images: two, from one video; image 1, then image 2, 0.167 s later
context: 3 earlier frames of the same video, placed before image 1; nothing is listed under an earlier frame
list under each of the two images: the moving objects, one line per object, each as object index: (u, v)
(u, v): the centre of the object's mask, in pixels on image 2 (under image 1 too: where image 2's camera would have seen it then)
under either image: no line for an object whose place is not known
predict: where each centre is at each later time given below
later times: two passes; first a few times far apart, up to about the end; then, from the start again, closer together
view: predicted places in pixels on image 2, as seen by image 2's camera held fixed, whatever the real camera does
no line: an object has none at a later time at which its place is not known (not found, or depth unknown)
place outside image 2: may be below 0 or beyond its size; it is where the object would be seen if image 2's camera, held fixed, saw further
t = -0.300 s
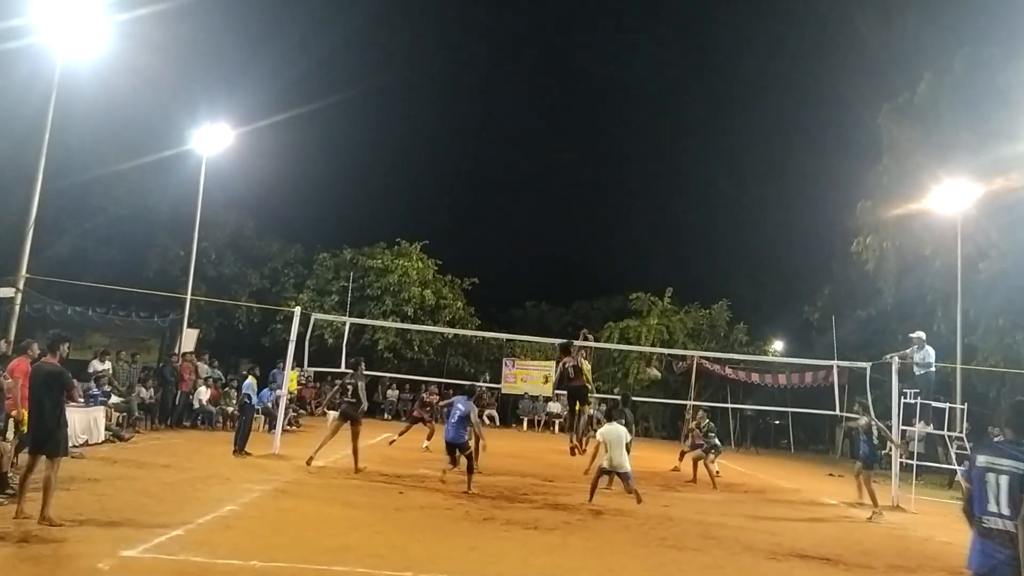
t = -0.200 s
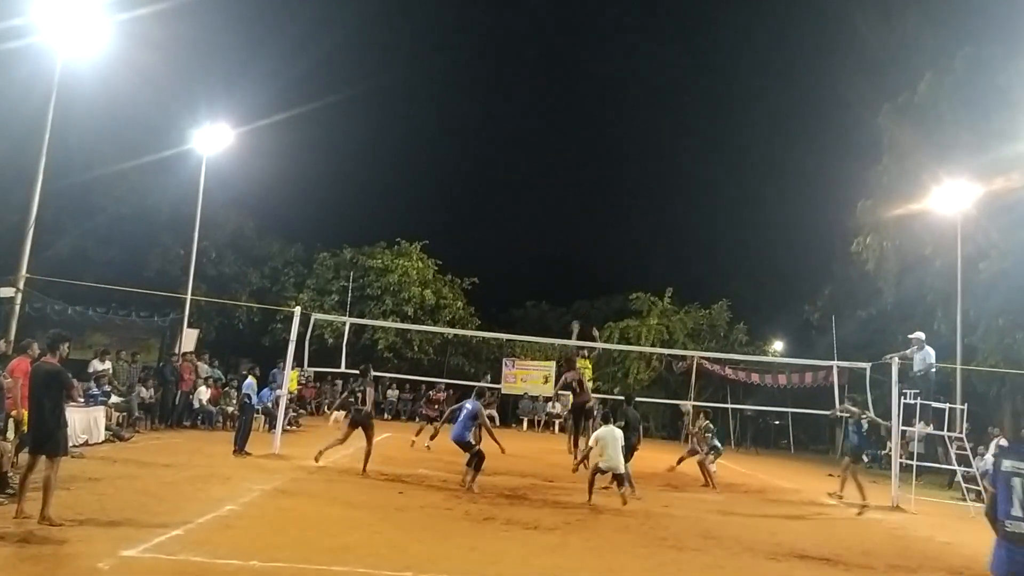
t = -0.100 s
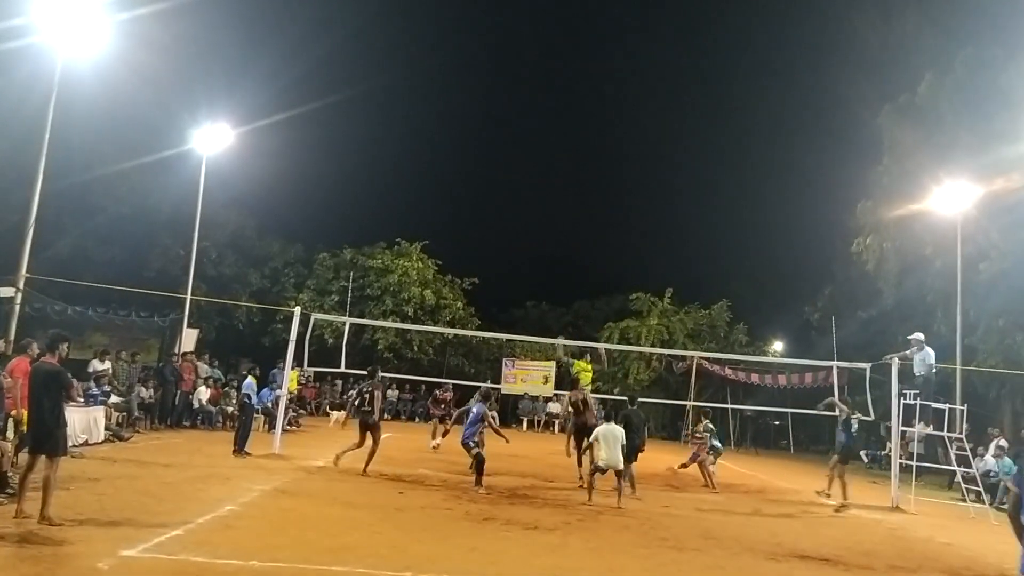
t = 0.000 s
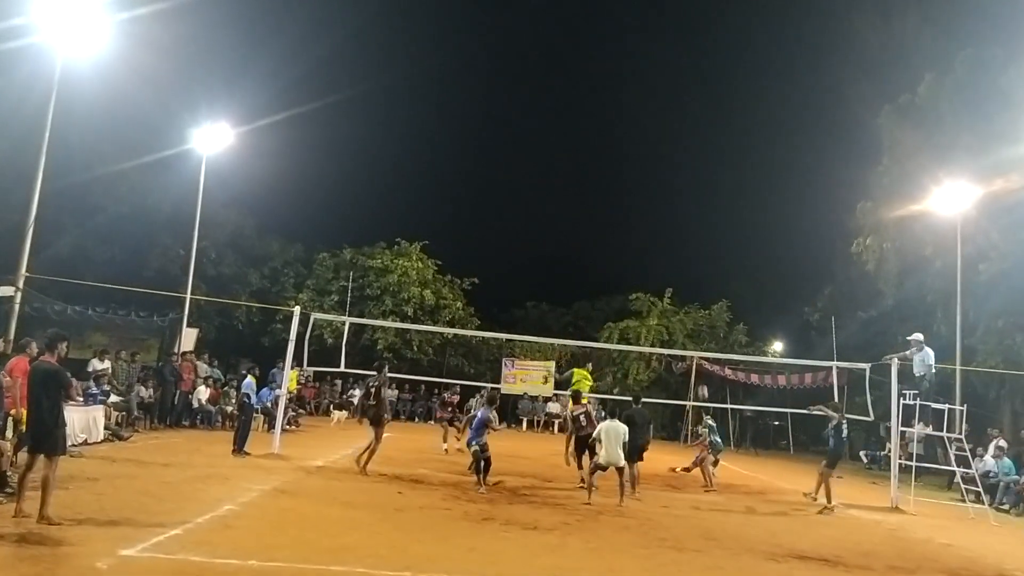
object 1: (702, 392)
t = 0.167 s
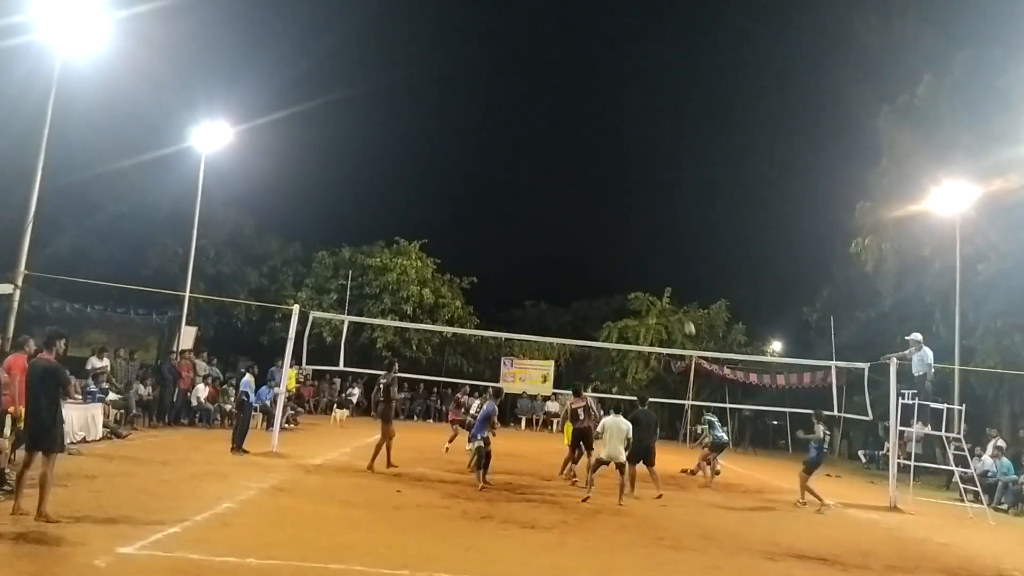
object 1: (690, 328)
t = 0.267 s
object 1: (682, 297)
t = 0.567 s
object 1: (657, 229)
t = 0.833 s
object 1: (634, 200)
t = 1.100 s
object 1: (608, 202)
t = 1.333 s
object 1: (583, 228)
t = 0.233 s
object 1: (684, 306)
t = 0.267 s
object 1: (682, 297)
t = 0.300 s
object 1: (679, 287)
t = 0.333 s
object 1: (676, 278)
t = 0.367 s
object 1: (674, 270)
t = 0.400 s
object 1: (671, 262)
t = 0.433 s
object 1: (669, 255)
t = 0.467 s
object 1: (666, 247)
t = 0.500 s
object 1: (663, 241)
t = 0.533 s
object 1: (660, 234)
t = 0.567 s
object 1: (657, 229)
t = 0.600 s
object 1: (655, 223)
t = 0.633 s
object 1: (652, 218)
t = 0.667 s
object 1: (649, 214)
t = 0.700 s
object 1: (646, 211)
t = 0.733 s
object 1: (643, 207)
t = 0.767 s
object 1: (640, 204)
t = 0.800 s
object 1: (637, 202)
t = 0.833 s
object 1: (634, 200)
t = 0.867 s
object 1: (631, 199)
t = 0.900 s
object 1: (628, 198)
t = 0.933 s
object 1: (624, 197)
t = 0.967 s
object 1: (621, 197)
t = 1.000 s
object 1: (618, 197)
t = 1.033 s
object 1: (615, 198)
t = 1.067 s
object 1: (612, 200)
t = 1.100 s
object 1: (608, 202)
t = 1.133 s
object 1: (605, 204)
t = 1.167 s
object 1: (601, 207)
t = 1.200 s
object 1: (597, 210)
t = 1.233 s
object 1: (594, 214)
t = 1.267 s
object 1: (590, 218)
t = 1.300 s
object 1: (587, 223)
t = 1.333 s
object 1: (583, 228)
